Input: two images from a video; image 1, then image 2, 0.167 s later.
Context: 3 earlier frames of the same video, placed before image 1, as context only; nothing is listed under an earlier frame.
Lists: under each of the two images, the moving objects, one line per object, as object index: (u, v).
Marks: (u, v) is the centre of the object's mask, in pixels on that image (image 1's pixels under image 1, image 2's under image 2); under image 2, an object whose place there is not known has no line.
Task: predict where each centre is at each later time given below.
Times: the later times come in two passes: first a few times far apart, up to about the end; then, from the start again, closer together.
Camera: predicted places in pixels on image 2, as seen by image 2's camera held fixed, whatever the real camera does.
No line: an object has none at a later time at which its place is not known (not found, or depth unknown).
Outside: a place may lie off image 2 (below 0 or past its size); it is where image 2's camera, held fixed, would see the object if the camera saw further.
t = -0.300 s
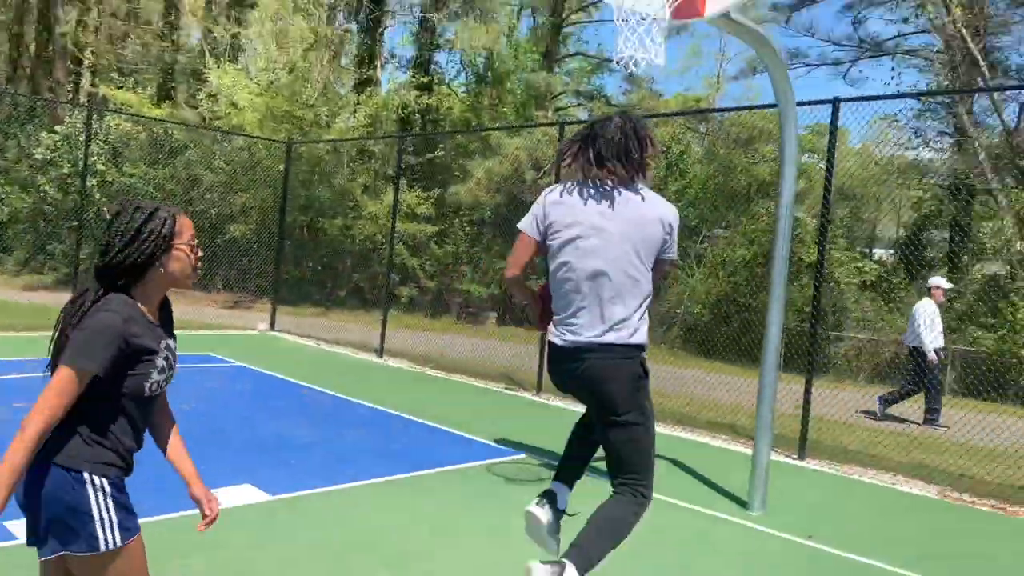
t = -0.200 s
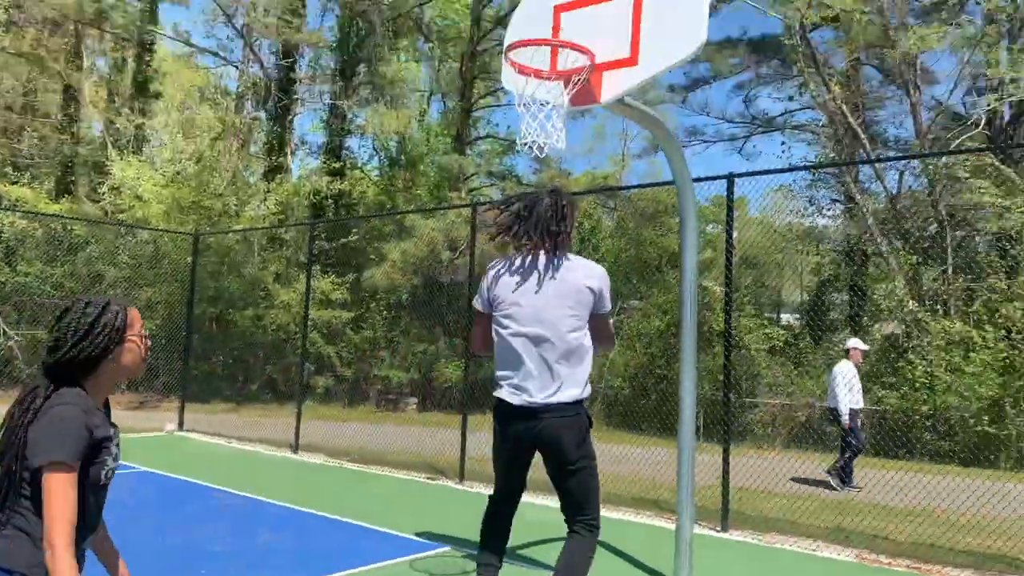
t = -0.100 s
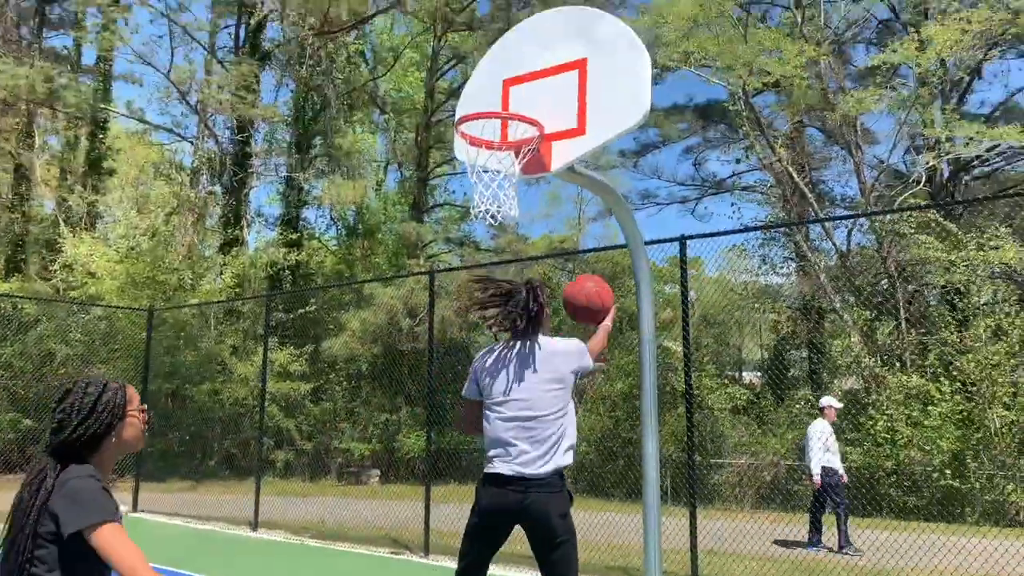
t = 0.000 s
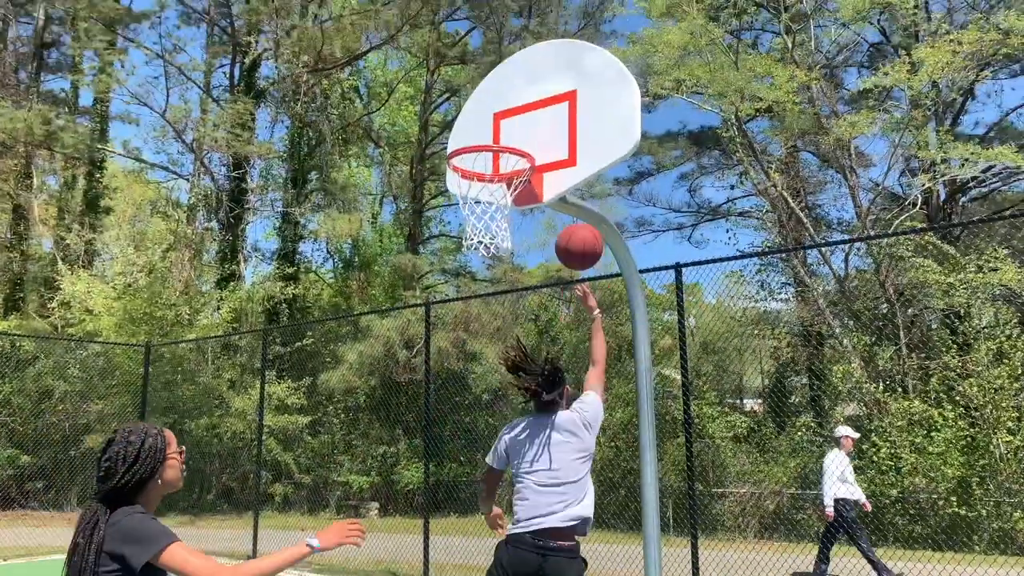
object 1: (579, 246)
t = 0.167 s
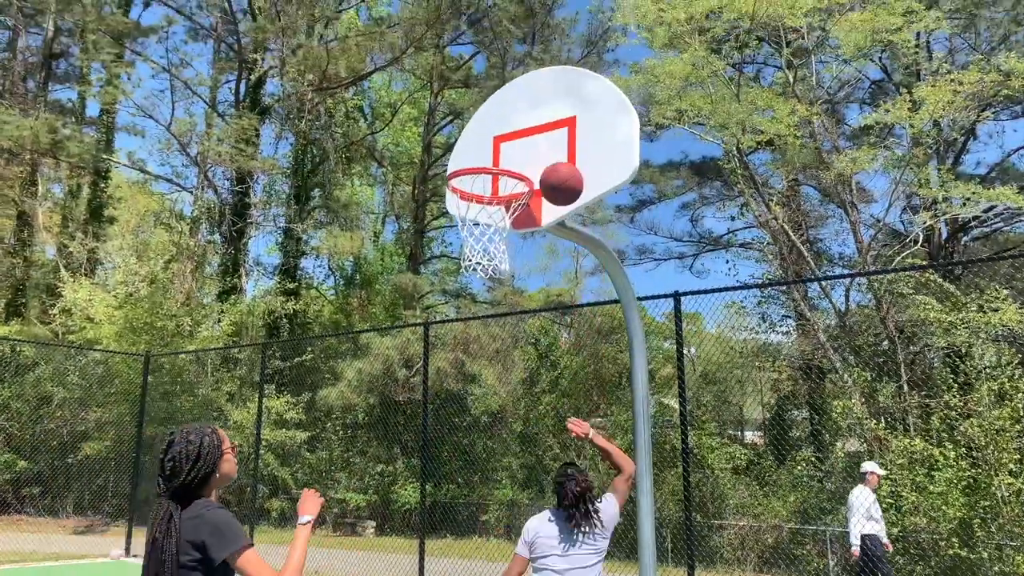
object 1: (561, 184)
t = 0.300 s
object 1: (556, 154)
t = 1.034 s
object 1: (469, 273)
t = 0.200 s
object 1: (557, 174)
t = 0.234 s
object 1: (555, 166)
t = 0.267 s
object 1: (557, 160)
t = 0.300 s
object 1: (556, 154)
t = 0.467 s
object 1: (532, 151)
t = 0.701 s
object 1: (480, 190)
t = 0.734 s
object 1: (475, 193)
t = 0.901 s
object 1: (459, 231)
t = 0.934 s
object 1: (461, 238)
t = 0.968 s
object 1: (463, 249)
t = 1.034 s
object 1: (469, 273)
